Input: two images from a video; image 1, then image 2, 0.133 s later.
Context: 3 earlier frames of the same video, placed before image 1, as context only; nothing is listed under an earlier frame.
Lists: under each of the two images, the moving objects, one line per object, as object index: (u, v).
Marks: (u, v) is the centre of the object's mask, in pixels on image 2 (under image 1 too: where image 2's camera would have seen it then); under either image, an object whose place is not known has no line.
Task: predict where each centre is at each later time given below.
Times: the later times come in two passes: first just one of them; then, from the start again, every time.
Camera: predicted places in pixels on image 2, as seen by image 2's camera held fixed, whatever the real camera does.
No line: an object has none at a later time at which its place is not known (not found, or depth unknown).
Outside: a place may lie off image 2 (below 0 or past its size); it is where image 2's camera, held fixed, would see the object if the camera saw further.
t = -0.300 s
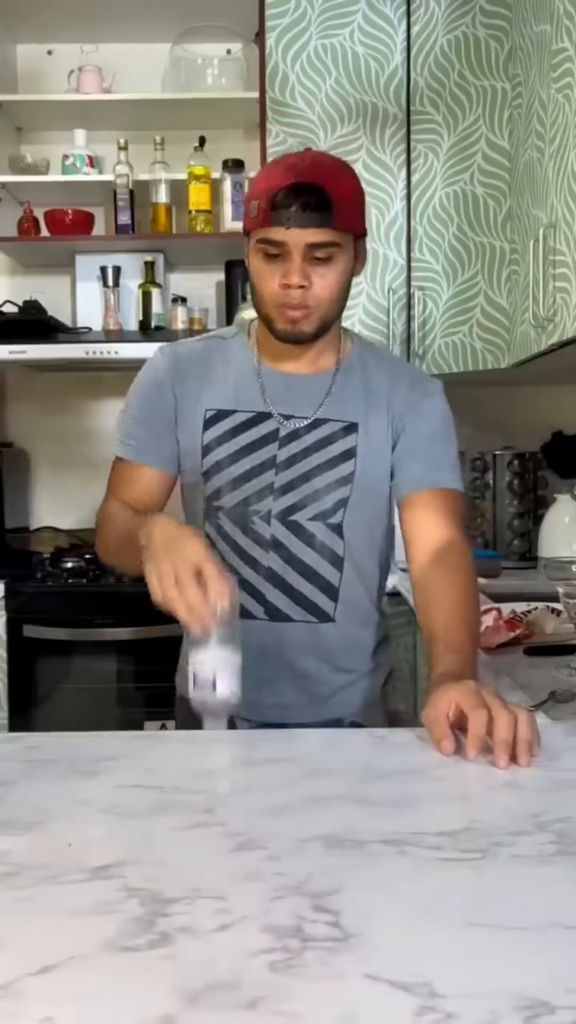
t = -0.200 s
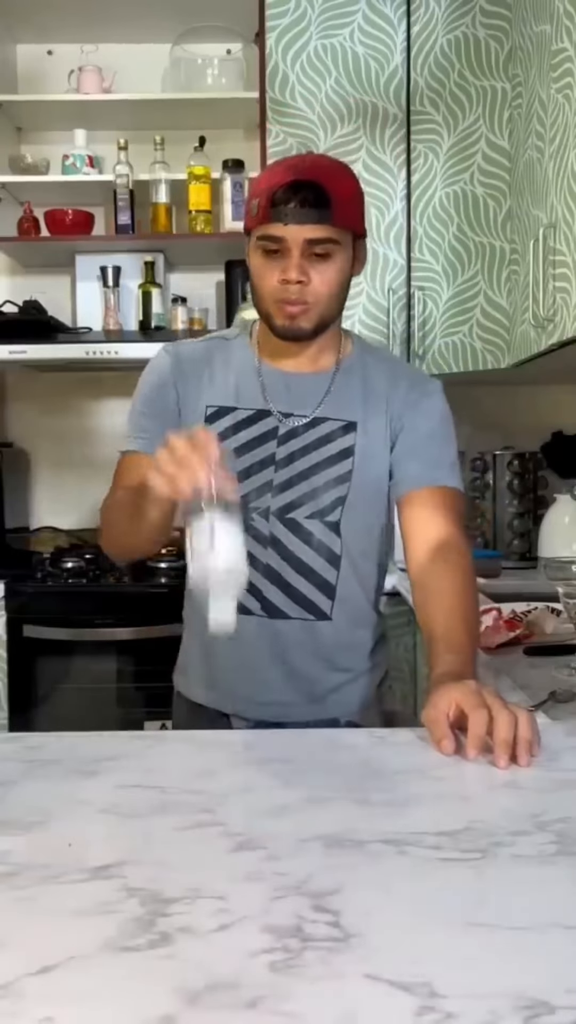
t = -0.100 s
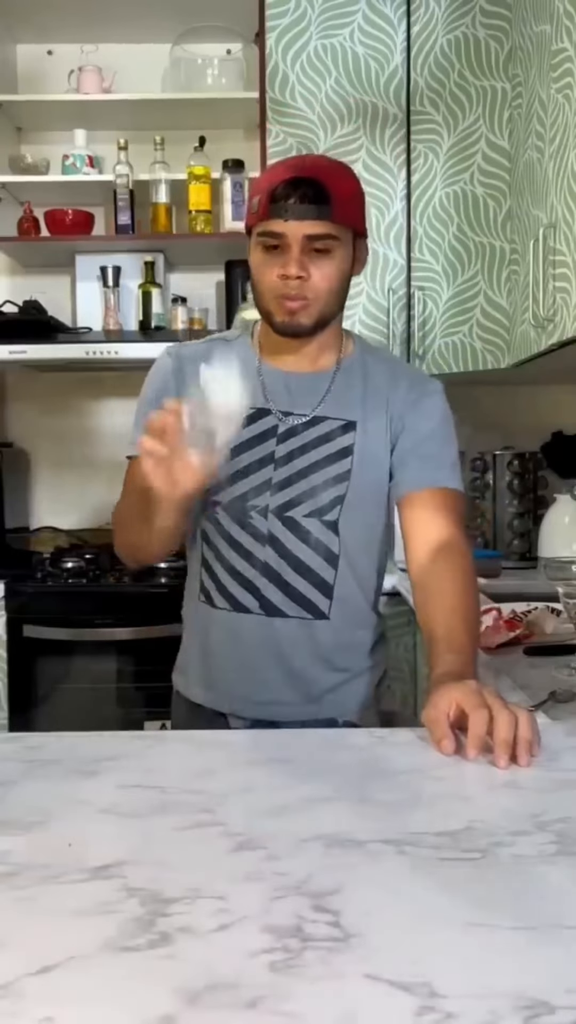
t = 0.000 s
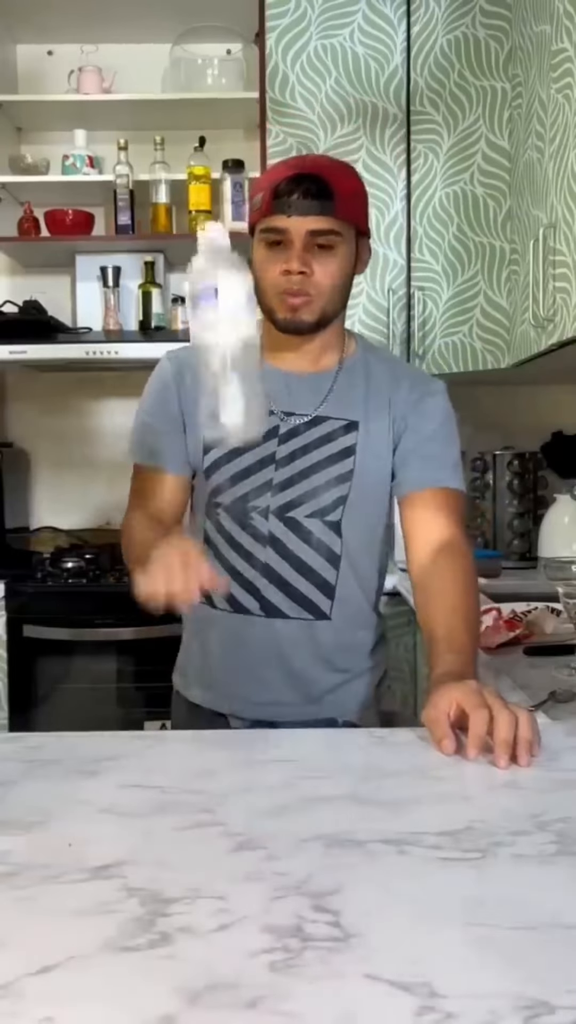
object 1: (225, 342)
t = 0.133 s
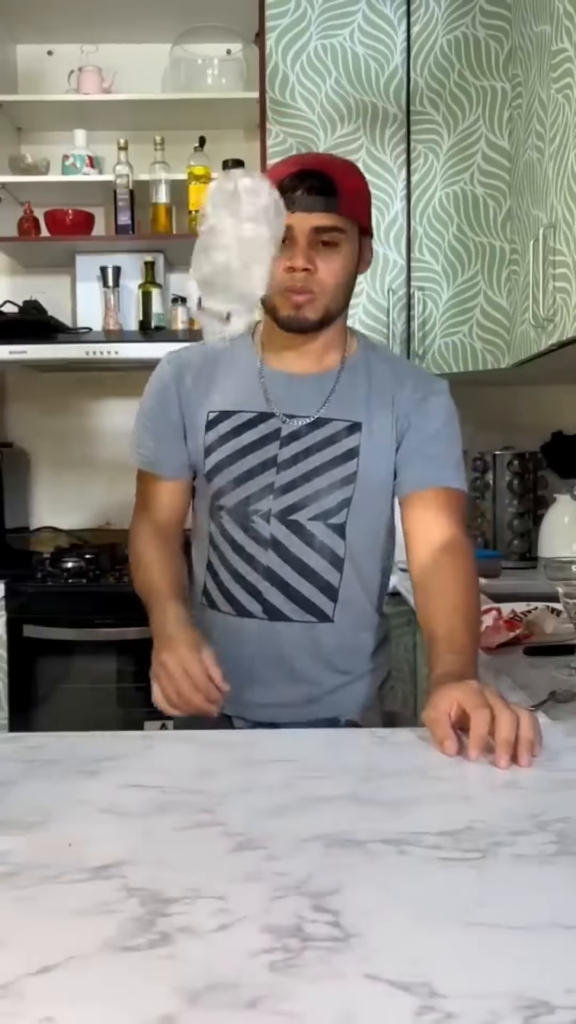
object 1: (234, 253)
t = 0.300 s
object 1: (237, 546)
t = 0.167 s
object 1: (233, 278)
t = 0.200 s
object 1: (233, 323)
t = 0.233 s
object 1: (234, 380)
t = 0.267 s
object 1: (236, 457)
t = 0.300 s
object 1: (237, 546)
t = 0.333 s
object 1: (239, 650)
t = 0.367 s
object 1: (237, 704)
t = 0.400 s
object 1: (239, 706)
